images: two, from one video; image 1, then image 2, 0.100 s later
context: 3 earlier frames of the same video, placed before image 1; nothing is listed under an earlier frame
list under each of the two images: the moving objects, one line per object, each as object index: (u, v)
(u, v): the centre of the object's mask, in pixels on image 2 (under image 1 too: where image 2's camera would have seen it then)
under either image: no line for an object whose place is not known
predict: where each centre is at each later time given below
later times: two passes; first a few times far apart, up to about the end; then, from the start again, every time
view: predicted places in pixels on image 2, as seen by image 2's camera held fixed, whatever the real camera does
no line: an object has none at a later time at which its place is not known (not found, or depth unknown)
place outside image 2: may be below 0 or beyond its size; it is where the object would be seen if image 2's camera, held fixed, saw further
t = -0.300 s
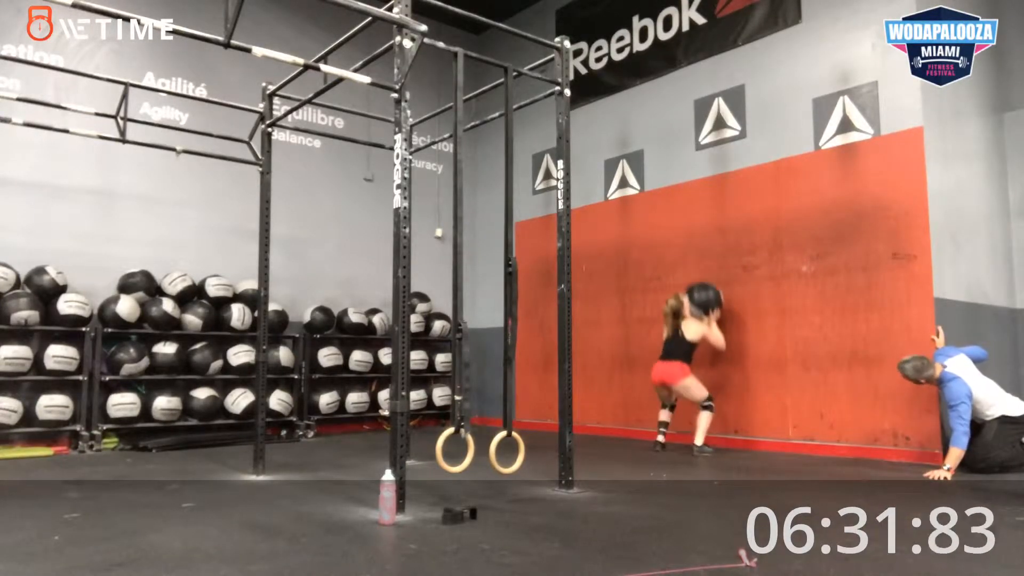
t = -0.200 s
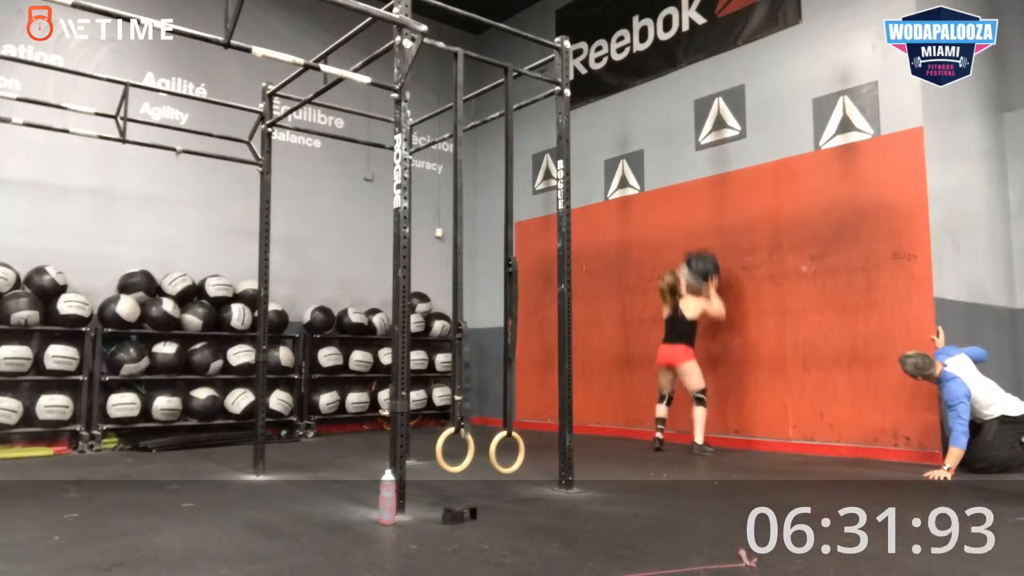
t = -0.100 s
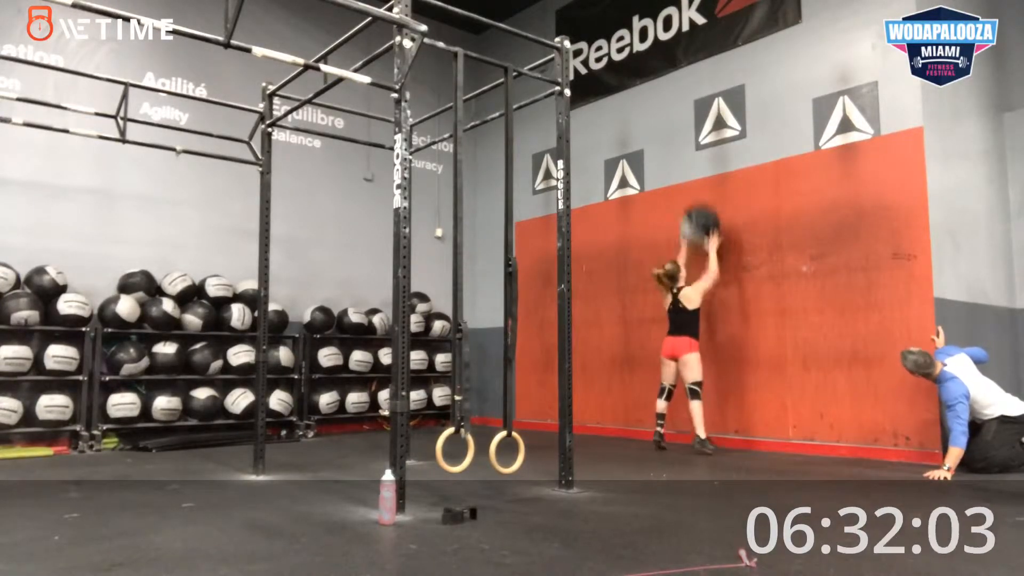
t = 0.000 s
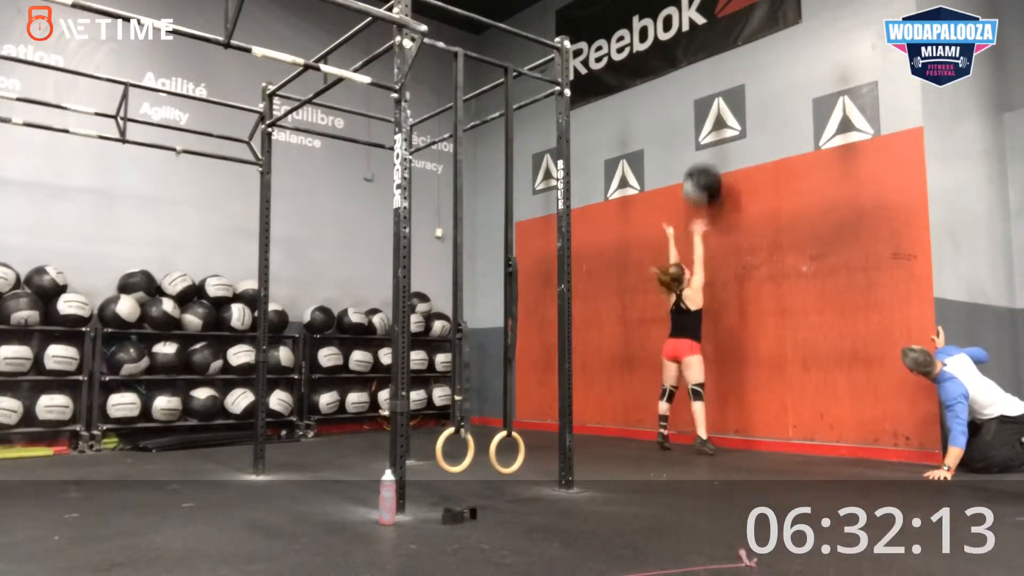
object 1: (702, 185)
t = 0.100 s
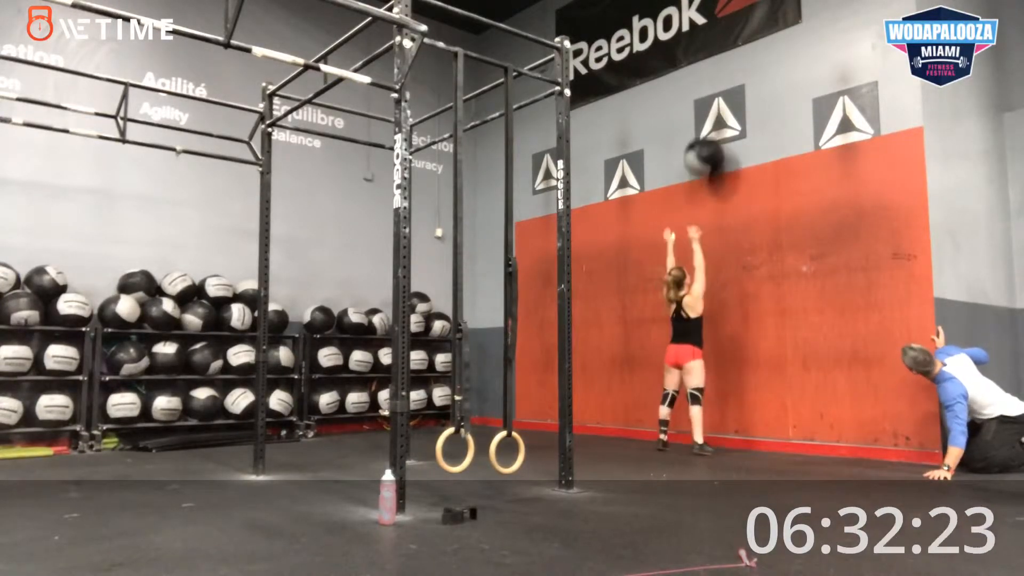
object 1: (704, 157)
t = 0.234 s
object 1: (707, 136)
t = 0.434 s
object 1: (708, 137)
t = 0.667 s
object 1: (707, 186)
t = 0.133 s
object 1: (704, 150)
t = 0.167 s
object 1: (705, 144)
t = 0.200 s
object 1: (706, 139)
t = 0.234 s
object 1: (707, 136)
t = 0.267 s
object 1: (708, 133)
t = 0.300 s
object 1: (709, 132)
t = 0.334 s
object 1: (709, 132)
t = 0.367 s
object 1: (709, 133)
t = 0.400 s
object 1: (709, 134)
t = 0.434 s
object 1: (708, 137)
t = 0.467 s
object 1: (708, 141)
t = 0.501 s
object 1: (708, 147)
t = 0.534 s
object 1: (708, 153)
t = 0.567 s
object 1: (707, 160)
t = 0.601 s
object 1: (707, 166)
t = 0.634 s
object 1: (707, 175)
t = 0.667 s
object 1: (707, 186)
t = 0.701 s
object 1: (706, 195)
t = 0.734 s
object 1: (706, 207)
